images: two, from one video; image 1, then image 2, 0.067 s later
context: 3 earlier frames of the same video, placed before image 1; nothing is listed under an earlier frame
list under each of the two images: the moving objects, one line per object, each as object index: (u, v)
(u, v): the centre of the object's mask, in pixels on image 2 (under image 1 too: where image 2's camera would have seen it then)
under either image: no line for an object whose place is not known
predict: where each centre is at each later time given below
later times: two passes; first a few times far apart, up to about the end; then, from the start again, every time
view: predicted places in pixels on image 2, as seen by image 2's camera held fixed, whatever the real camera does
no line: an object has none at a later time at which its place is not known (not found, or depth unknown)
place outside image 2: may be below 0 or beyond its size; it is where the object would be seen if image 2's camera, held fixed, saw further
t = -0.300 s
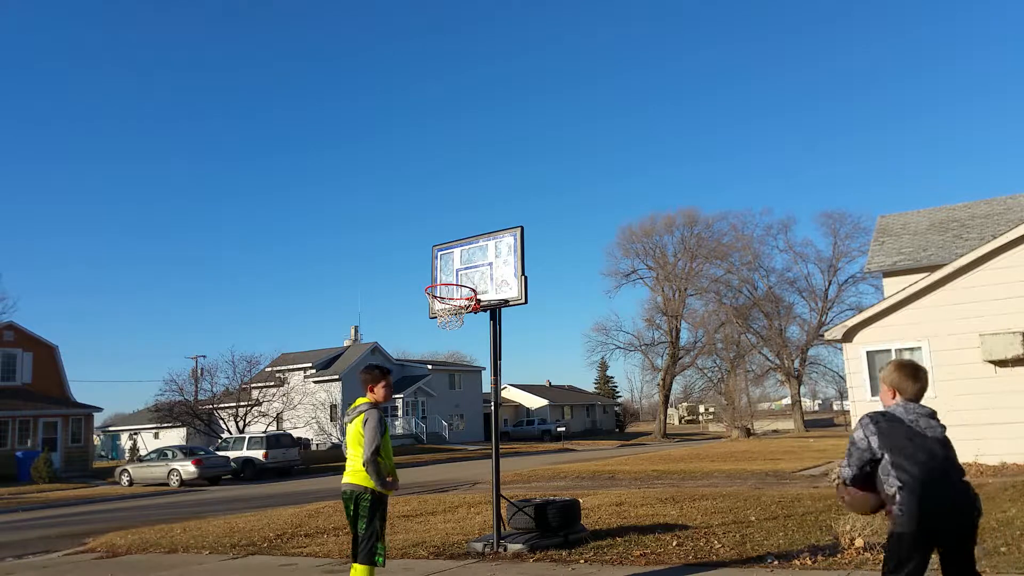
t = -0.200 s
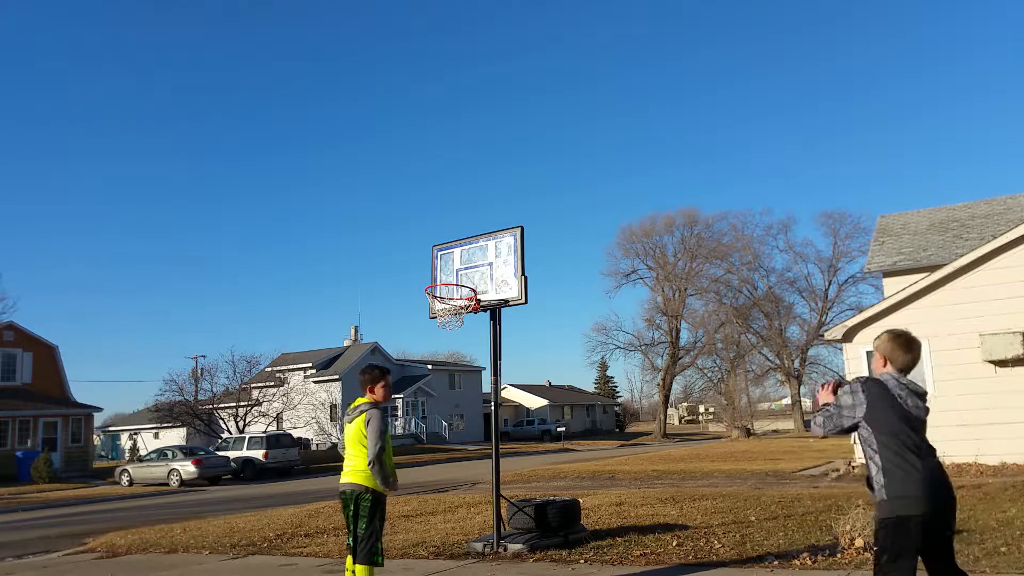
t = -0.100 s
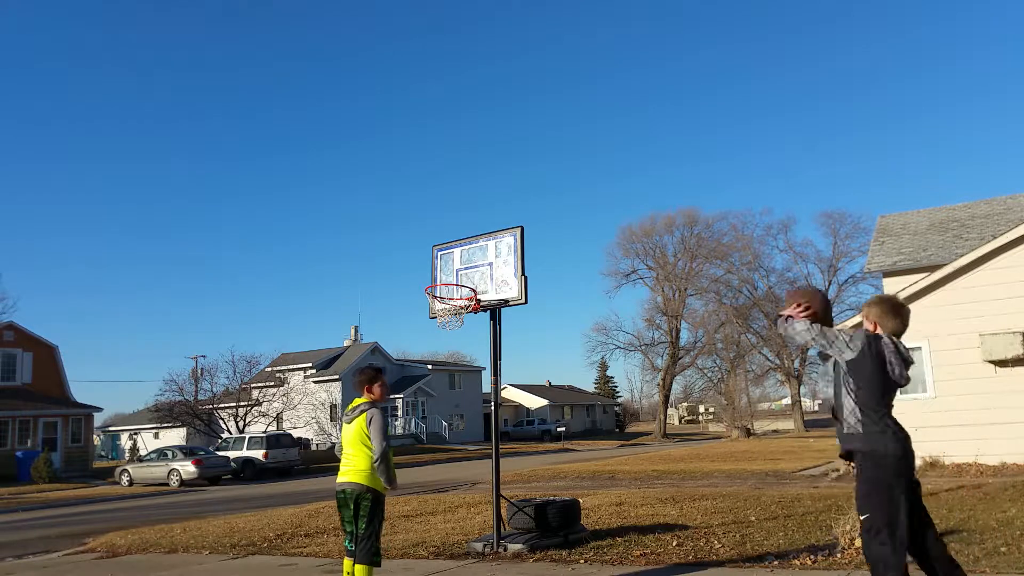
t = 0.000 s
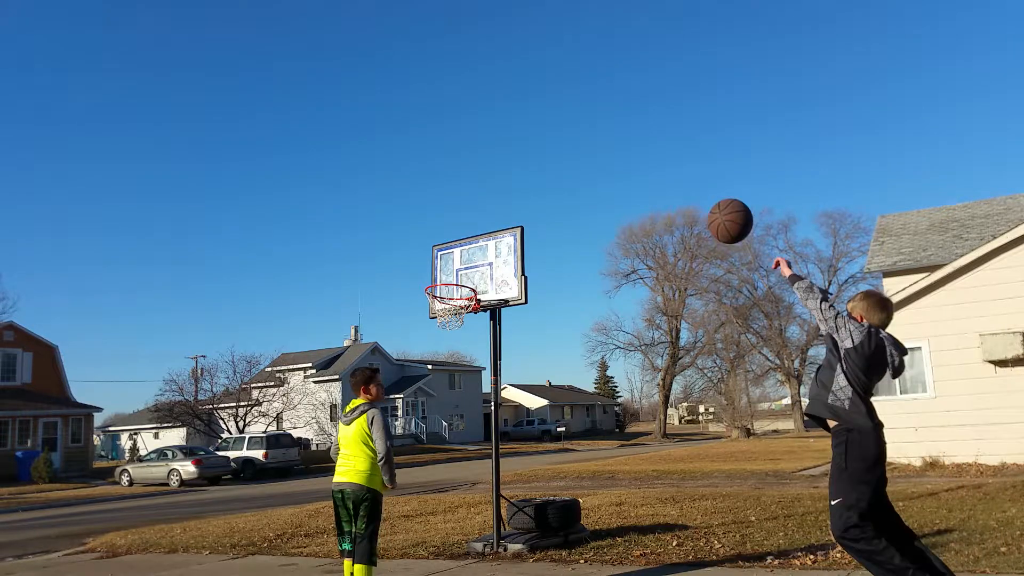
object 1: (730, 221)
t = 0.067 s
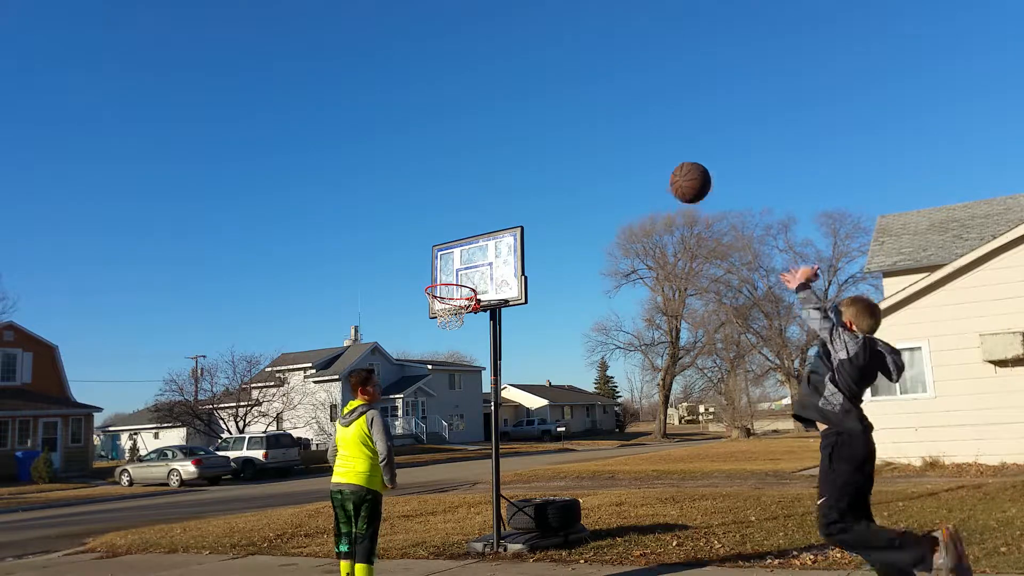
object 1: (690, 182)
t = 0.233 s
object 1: (616, 134)
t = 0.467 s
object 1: (546, 138)
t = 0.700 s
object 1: (500, 195)
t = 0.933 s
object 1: (449, 228)
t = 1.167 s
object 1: (391, 277)
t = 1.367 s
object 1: (344, 361)
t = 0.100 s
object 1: (673, 168)
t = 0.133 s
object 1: (657, 156)
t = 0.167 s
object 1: (642, 147)
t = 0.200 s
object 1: (628, 139)
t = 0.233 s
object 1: (616, 134)
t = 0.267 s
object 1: (603, 130)
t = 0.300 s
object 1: (592, 128)
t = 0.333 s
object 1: (582, 128)
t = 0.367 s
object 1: (572, 129)
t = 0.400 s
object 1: (563, 131)
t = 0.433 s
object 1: (554, 134)
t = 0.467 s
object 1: (546, 138)
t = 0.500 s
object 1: (538, 144)
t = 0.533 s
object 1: (531, 150)
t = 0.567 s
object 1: (524, 158)
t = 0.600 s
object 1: (518, 166)
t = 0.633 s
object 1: (511, 175)
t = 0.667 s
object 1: (505, 185)
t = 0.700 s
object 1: (500, 195)
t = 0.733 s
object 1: (494, 206)
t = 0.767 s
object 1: (490, 218)
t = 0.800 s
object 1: (483, 223)
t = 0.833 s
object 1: (474, 223)
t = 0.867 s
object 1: (465, 224)
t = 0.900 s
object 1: (457, 225)
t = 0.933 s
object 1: (449, 228)
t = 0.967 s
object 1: (440, 232)
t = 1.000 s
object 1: (432, 237)
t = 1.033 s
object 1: (423, 242)
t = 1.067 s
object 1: (415, 249)
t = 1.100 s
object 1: (407, 258)
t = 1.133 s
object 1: (399, 266)
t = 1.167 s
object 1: (391, 277)
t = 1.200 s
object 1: (383, 288)
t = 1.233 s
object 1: (376, 300)
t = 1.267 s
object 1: (368, 313)
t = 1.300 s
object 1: (359, 328)
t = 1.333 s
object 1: (352, 343)
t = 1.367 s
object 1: (344, 361)
